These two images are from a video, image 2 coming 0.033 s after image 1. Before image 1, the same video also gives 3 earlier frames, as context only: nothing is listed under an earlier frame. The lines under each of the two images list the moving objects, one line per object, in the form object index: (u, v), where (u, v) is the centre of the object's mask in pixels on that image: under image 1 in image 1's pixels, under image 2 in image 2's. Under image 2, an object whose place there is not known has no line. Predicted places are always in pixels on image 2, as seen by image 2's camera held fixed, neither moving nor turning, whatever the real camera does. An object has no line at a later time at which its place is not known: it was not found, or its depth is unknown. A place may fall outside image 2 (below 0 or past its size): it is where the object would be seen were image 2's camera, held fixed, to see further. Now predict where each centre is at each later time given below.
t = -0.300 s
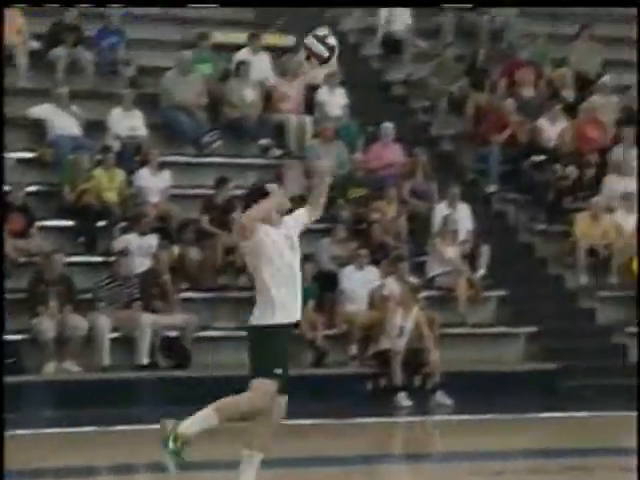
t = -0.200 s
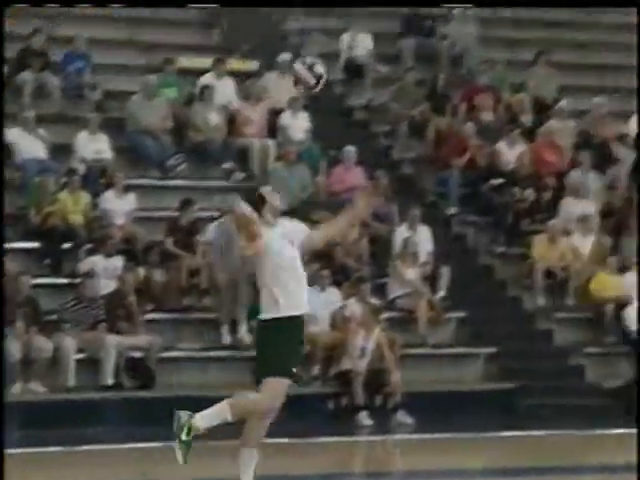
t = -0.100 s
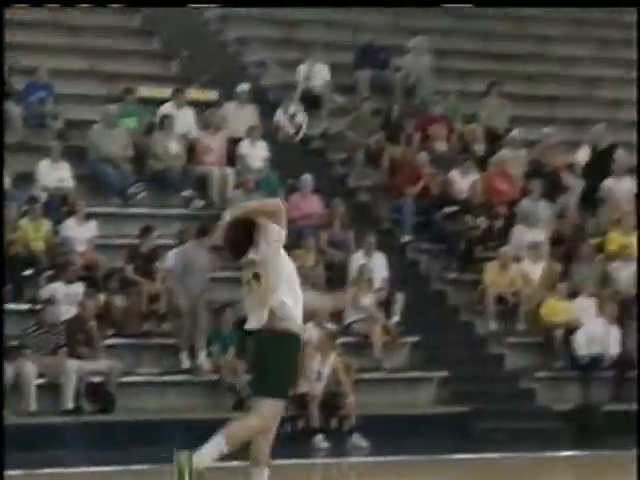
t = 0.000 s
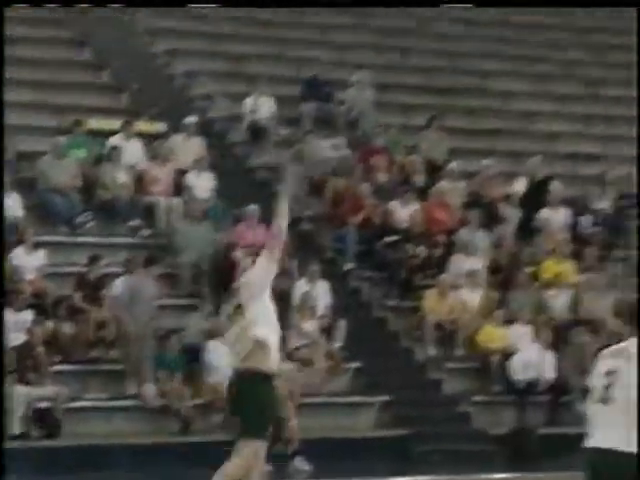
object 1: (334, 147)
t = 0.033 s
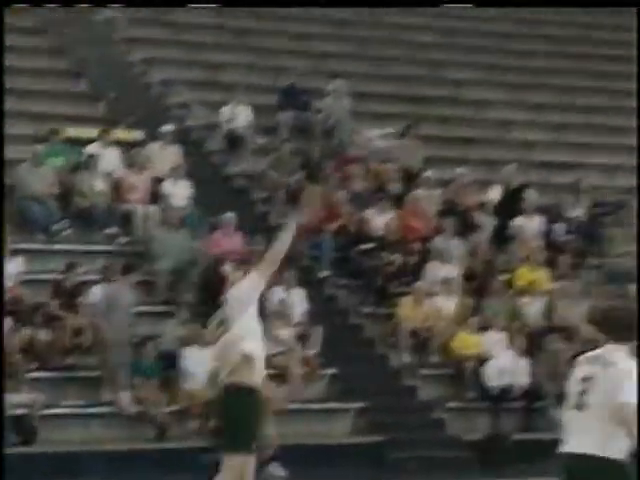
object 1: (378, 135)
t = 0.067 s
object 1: (448, 121)
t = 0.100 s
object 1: (518, 105)
